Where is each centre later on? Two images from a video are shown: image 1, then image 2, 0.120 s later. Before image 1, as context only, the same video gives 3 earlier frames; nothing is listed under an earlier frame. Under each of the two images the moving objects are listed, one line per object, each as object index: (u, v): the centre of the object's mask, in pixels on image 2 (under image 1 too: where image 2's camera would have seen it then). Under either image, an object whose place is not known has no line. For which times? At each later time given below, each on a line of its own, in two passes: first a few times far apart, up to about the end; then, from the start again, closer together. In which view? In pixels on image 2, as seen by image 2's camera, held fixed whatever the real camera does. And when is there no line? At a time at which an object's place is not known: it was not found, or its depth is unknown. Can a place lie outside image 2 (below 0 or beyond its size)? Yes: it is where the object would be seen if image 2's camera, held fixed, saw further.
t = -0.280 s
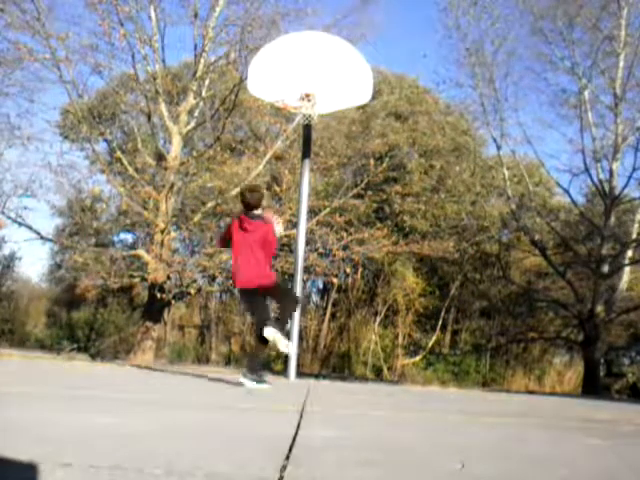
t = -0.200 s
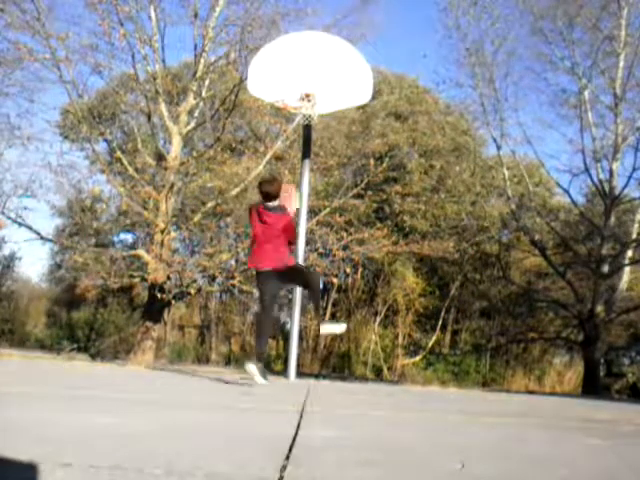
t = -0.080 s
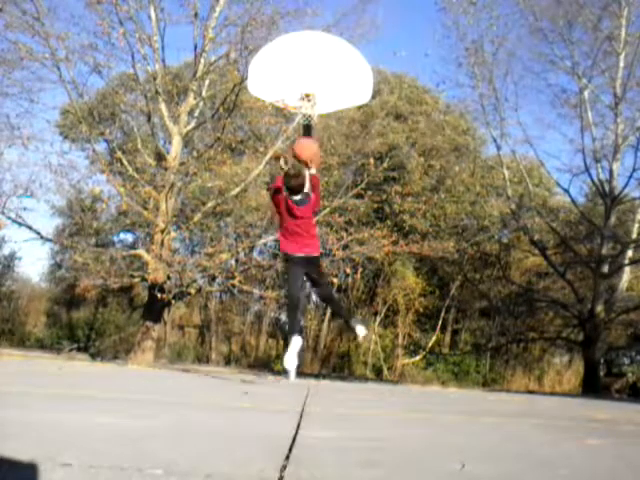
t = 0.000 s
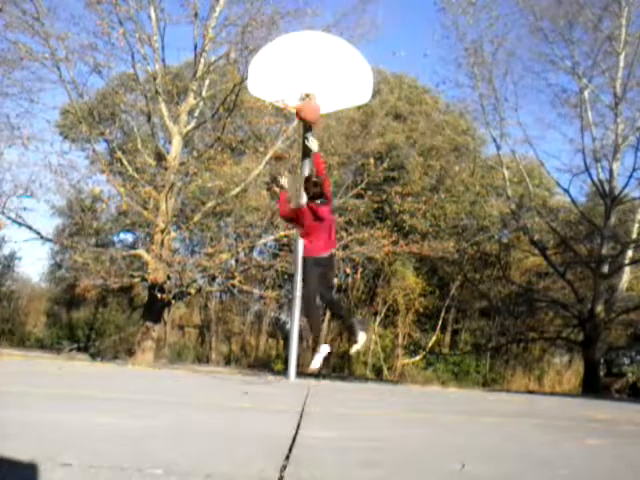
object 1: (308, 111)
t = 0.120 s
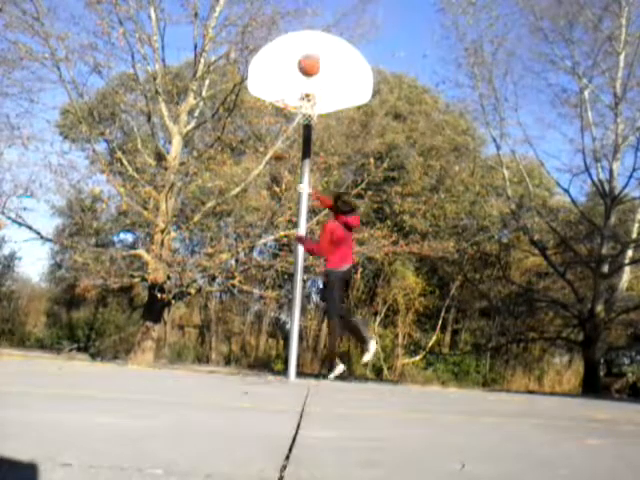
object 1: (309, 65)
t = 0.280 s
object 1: (309, 30)
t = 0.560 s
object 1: (306, 27)
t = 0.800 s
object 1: (303, 51)
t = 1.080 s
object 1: (319, 105)
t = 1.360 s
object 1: (310, 119)
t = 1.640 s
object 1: (287, 186)
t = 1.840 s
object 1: (266, 292)
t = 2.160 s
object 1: (249, 282)
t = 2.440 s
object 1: (242, 232)
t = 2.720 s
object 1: (228, 257)
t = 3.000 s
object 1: (208, 365)
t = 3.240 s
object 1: (204, 308)
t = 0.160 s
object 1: (309, 54)
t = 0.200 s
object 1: (309, 44)
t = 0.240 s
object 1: (309, 37)
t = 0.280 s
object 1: (309, 30)
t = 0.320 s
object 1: (308, 26)
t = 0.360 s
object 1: (308, 22)
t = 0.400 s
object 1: (308, 21)
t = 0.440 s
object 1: (308, 20)
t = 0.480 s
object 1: (307, 21)
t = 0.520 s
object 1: (307, 23)
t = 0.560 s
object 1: (306, 27)
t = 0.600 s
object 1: (304, 30)
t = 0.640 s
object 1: (304, 33)
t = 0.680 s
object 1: (304, 34)
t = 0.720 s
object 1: (304, 39)
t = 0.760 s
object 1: (303, 43)
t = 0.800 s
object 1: (303, 51)
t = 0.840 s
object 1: (303, 59)
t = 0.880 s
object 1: (302, 67)
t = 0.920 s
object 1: (303, 77)
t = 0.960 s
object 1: (308, 87)
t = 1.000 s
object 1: (312, 94)
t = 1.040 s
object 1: (316, 102)
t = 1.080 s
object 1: (319, 105)
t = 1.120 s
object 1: (321, 107)
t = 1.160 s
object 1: (319, 106)
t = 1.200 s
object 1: (317, 105)
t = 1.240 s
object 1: (317, 109)
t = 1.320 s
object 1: (312, 115)
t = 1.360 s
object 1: (310, 119)
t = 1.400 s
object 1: (308, 123)
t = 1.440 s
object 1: (305, 129)
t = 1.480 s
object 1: (301, 137)
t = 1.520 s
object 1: (297, 148)
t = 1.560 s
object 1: (294, 159)
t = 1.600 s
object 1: (290, 172)
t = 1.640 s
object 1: (287, 186)
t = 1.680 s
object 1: (282, 204)
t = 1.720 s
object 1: (279, 222)
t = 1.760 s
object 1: (275, 244)
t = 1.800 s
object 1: (270, 267)
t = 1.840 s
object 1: (266, 292)
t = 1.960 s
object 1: (251, 366)
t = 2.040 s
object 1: (251, 327)
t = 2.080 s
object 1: (250, 311)
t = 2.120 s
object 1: (250, 296)
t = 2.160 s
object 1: (249, 282)
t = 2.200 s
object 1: (248, 270)
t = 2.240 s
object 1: (247, 260)
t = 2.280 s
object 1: (246, 252)
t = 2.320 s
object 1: (245, 244)
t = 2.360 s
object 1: (244, 238)
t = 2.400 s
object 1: (243, 235)
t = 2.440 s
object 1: (242, 232)
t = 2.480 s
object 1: (241, 232)
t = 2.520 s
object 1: (239, 231)
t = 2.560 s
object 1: (237, 233)
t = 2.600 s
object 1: (235, 237)
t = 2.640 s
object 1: (234, 241)
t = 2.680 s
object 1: (230, 247)
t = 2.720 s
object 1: (228, 257)
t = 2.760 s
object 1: (226, 268)
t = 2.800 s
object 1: (223, 279)
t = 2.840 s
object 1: (220, 292)
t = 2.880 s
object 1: (217, 308)
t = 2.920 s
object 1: (214, 325)
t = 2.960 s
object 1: (211, 344)
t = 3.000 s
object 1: (208, 365)
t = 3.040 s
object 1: (207, 355)
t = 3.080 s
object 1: (207, 342)
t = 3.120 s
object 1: (207, 330)
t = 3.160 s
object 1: (206, 320)
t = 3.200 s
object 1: (205, 312)
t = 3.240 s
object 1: (204, 308)
